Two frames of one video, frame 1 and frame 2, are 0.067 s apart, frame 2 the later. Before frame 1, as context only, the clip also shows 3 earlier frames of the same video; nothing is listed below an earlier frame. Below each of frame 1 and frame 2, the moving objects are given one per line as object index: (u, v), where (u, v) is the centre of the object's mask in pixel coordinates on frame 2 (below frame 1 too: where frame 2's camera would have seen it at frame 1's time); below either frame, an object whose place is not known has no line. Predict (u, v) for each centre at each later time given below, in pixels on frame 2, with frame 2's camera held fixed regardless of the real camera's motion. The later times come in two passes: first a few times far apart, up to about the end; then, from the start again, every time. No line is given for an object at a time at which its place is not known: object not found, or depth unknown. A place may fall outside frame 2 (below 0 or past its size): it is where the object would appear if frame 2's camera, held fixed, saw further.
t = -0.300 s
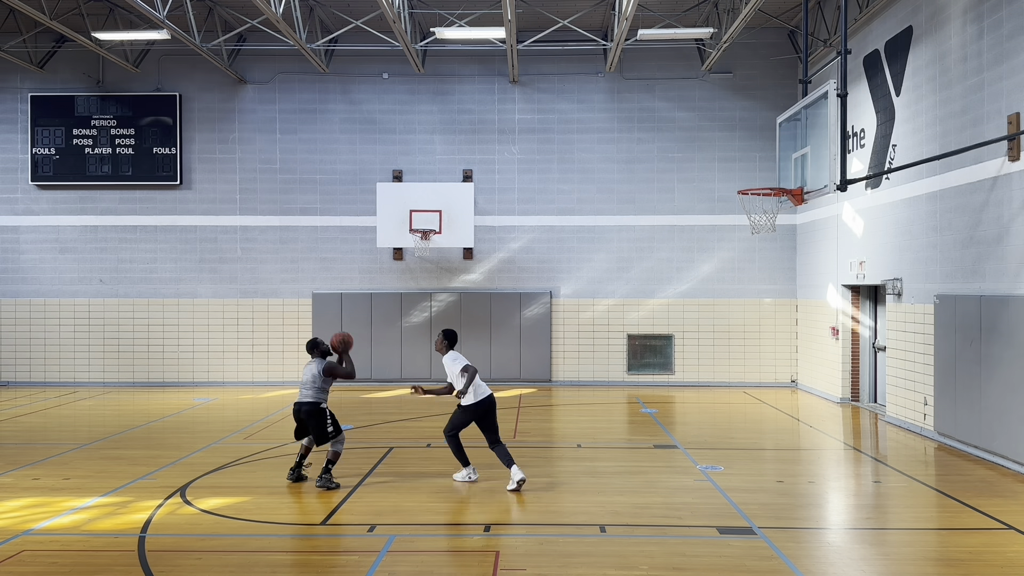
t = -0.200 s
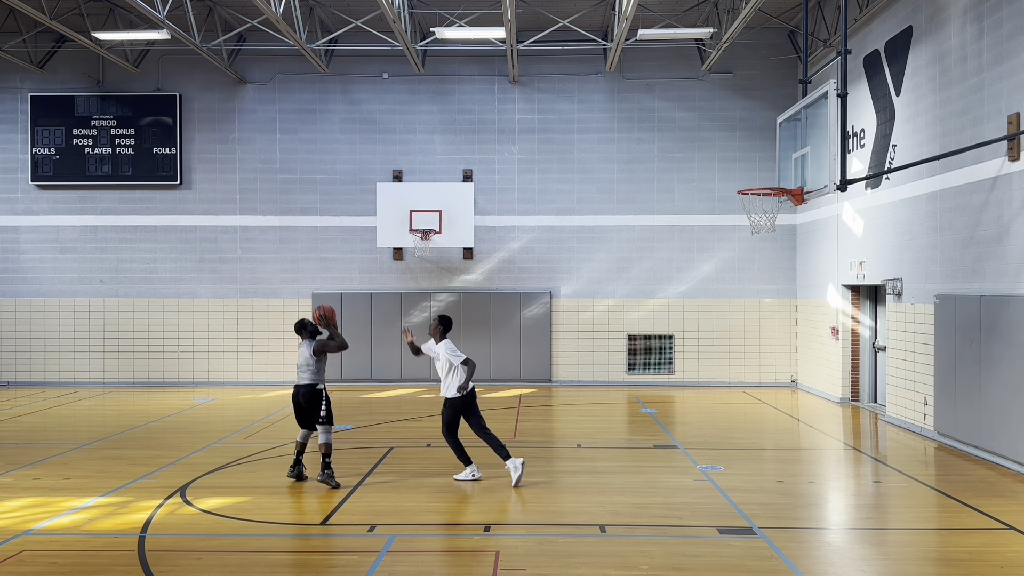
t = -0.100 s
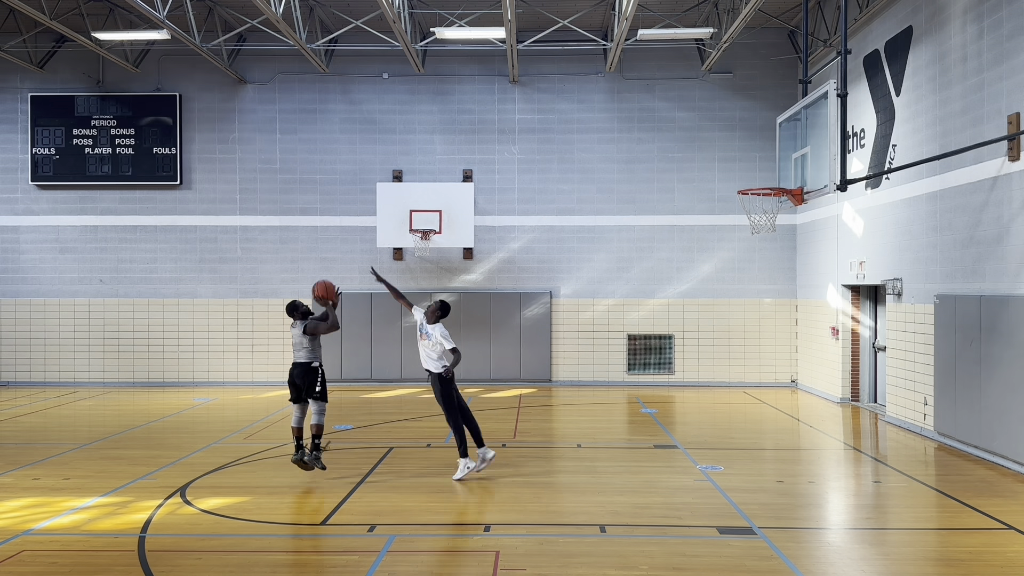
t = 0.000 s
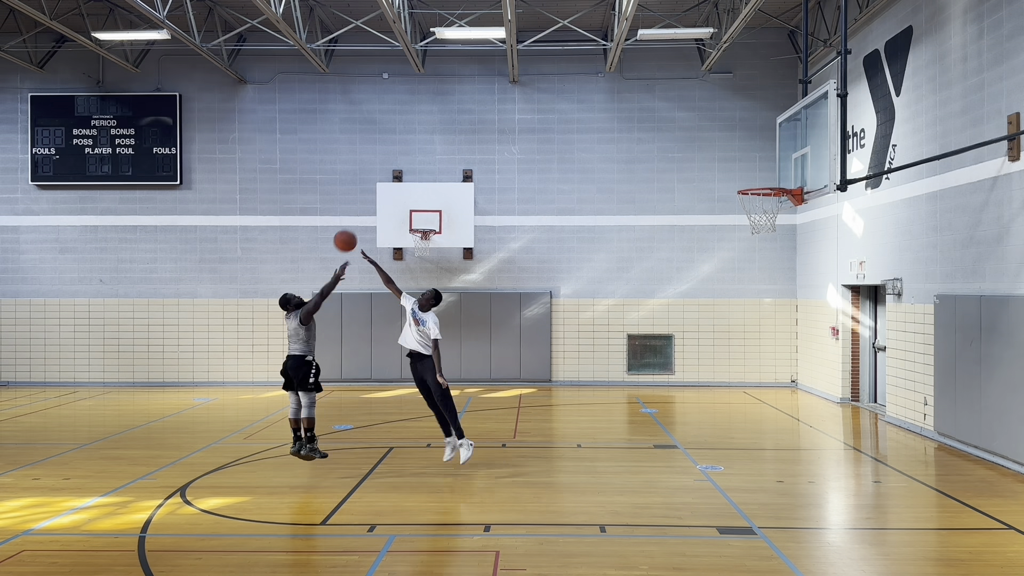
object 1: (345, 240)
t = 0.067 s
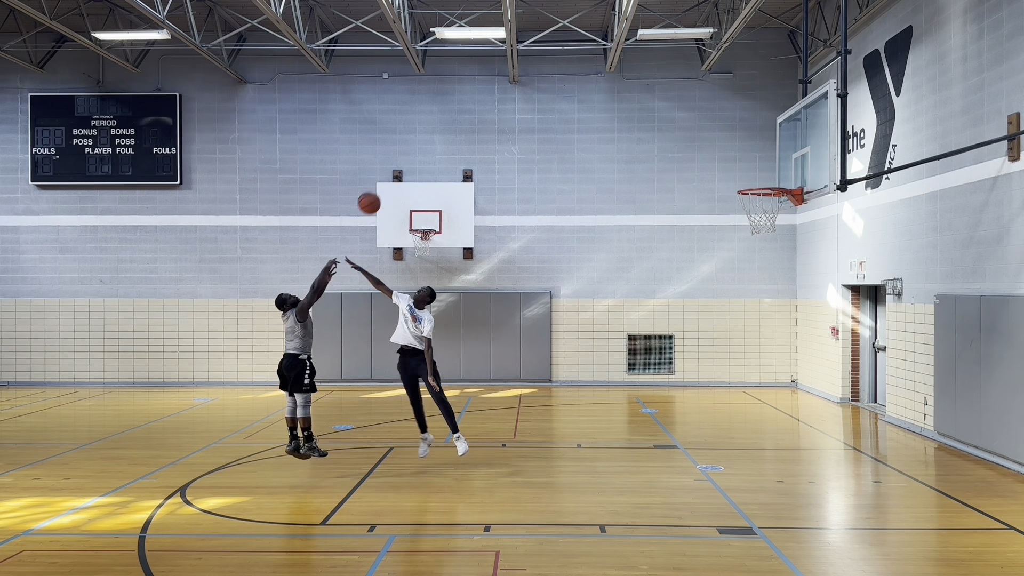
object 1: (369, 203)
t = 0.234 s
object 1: (430, 126)
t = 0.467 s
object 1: (513, 62)
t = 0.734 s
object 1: (607, 52)
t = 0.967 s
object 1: (688, 97)
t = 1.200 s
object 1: (768, 192)
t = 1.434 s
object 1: (787, 241)
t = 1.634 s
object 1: (792, 303)
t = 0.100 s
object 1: (381, 185)
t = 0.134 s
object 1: (394, 169)
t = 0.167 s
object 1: (406, 153)
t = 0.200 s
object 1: (418, 139)
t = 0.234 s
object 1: (430, 126)
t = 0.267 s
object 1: (441, 114)
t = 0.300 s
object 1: (453, 103)
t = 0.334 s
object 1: (465, 92)
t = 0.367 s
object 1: (477, 83)
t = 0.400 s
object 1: (489, 75)
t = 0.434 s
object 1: (501, 68)
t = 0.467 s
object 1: (513, 62)
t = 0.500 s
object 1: (524, 57)
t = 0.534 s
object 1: (536, 53)
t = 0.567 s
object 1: (548, 50)
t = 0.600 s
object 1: (560, 48)
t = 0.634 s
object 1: (572, 47)
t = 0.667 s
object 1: (583, 48)
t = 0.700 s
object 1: (595, 49)
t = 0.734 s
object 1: (607, 52)
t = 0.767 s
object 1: (618, 55)
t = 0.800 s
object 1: (630, 60)
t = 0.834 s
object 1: (641, 65)
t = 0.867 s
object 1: (653, 71)
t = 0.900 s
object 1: (665, 79)
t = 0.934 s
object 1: (677, 88)
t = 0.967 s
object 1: (688, 97)
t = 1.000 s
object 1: (699, 108)
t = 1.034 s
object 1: (711, 119)
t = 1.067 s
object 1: (722, 132)
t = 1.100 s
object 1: (734, 146)
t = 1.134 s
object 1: (745, 160)
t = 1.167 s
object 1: (756, 176)
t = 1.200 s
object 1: (768, 192)
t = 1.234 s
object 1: (778, 208)
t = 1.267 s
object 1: (782, 214)
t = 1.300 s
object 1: (782, 219)
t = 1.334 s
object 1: (784, 223)
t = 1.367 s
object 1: (785, 227)
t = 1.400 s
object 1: (786, 233)
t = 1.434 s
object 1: (787, 241)
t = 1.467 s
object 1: (787, 249)
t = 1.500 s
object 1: (788, 258)
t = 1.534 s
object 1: (789, 268)
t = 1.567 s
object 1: (790, 279)
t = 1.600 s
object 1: (791, 291)
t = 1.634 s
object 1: (792, 303)
